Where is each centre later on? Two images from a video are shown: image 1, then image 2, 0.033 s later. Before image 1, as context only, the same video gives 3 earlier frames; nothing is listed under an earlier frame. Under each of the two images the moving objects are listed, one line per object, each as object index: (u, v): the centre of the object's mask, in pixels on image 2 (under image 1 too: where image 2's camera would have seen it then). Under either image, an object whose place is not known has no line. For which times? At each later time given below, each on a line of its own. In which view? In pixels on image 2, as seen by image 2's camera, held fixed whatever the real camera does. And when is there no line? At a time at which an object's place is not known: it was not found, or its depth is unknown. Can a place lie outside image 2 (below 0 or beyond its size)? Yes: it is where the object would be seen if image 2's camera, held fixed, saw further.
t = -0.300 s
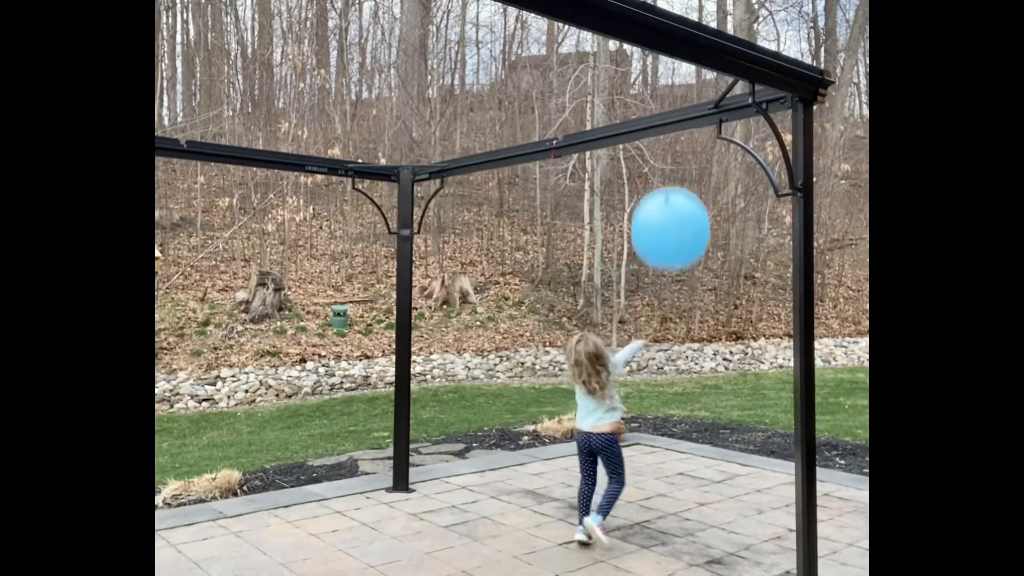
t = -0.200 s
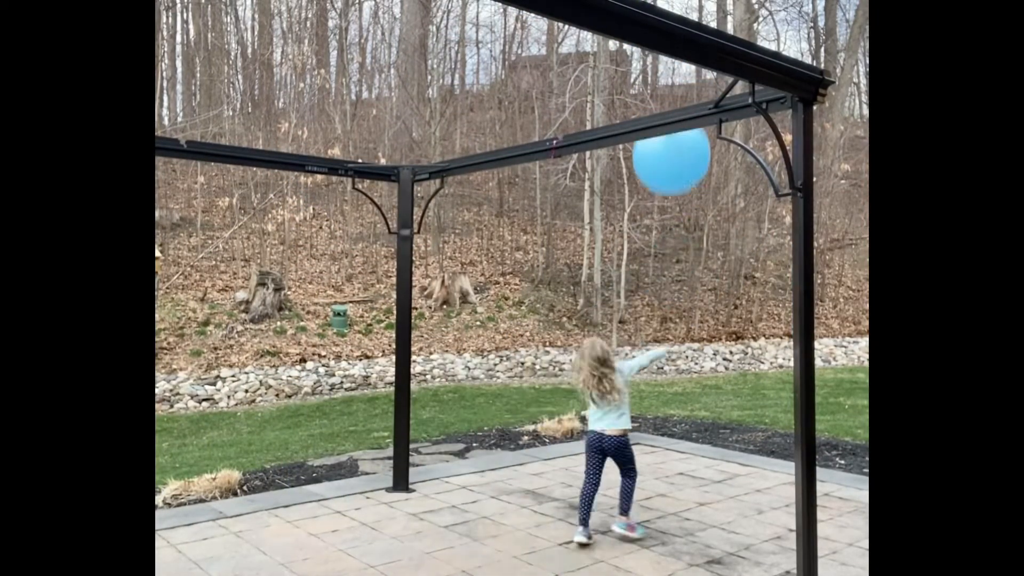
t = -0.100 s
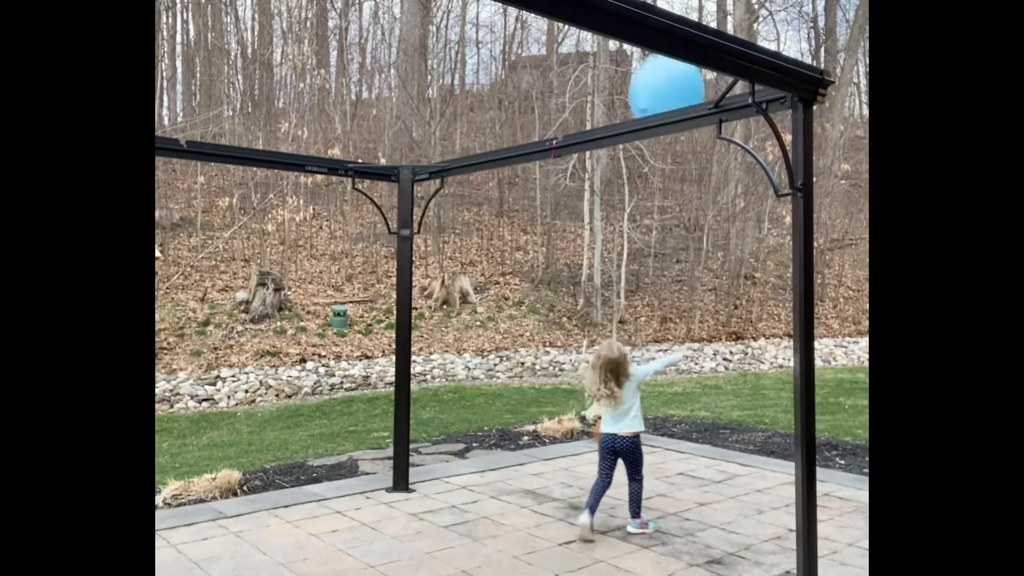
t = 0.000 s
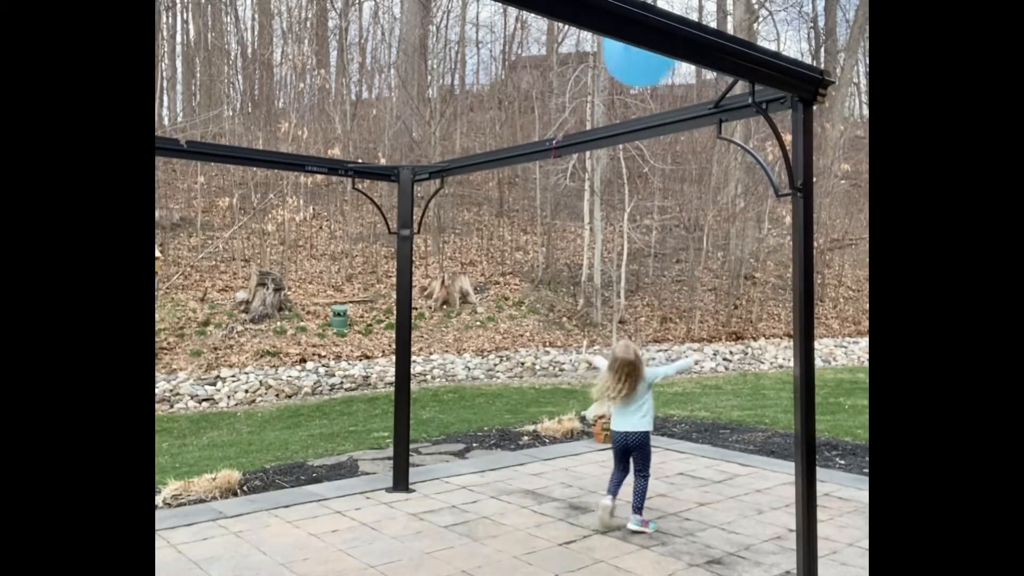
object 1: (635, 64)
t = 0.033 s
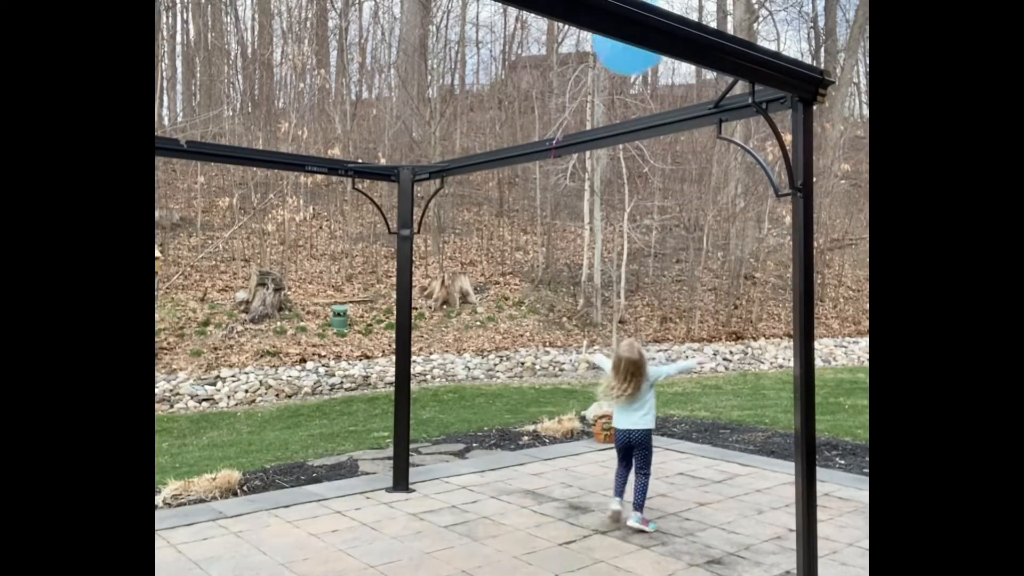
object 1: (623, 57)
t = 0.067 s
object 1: (612, 50)
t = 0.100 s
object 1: (599, 44)
